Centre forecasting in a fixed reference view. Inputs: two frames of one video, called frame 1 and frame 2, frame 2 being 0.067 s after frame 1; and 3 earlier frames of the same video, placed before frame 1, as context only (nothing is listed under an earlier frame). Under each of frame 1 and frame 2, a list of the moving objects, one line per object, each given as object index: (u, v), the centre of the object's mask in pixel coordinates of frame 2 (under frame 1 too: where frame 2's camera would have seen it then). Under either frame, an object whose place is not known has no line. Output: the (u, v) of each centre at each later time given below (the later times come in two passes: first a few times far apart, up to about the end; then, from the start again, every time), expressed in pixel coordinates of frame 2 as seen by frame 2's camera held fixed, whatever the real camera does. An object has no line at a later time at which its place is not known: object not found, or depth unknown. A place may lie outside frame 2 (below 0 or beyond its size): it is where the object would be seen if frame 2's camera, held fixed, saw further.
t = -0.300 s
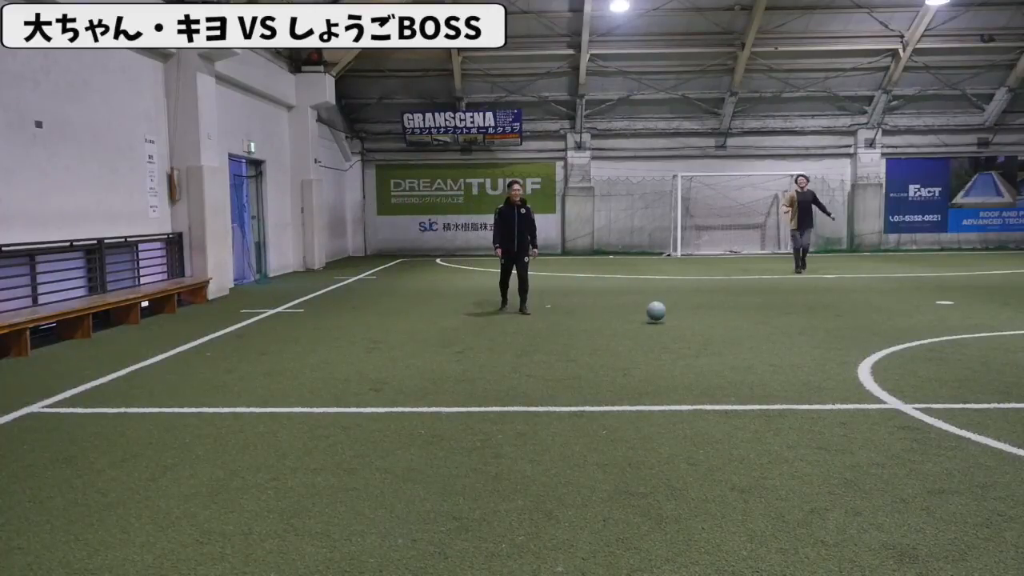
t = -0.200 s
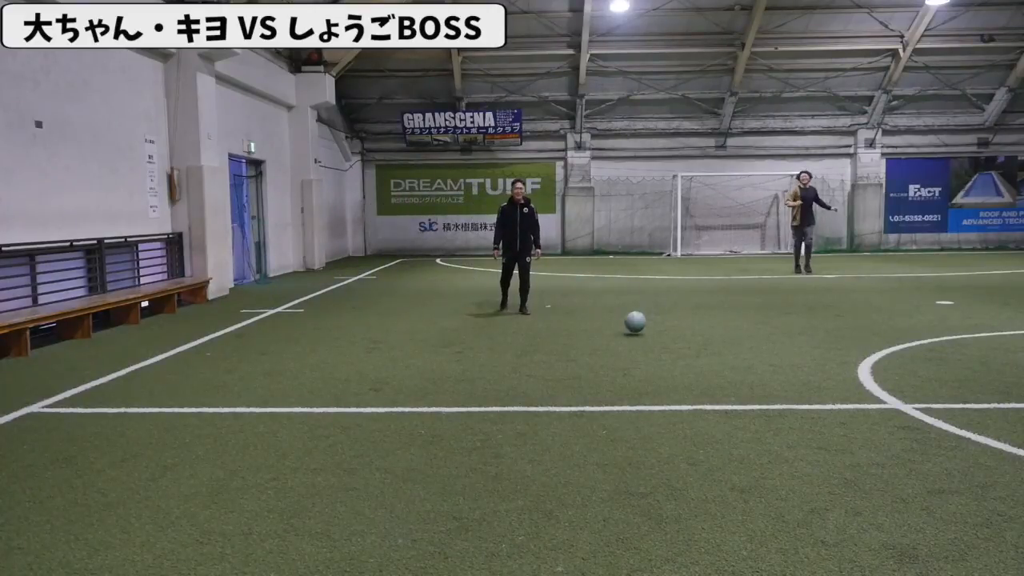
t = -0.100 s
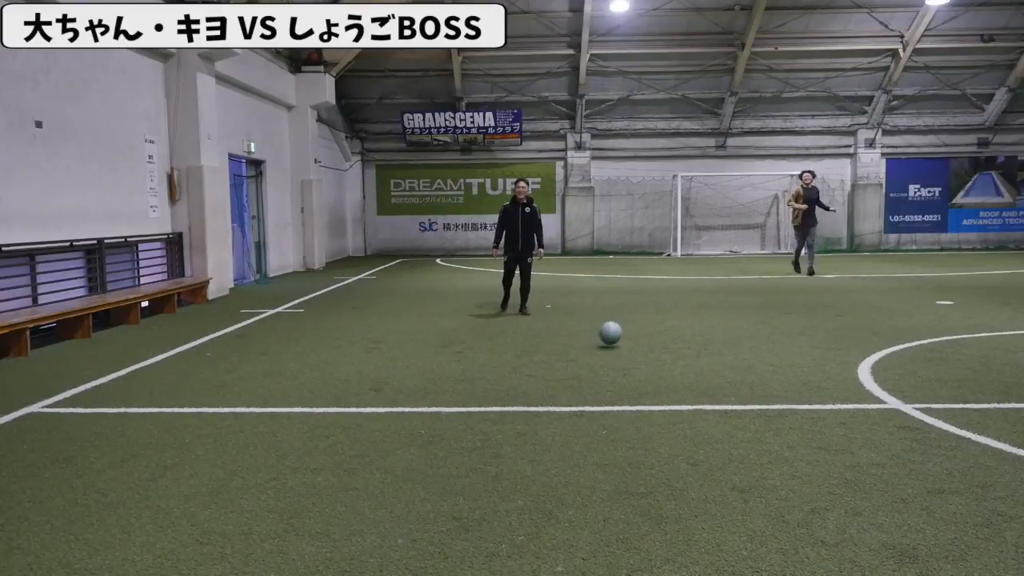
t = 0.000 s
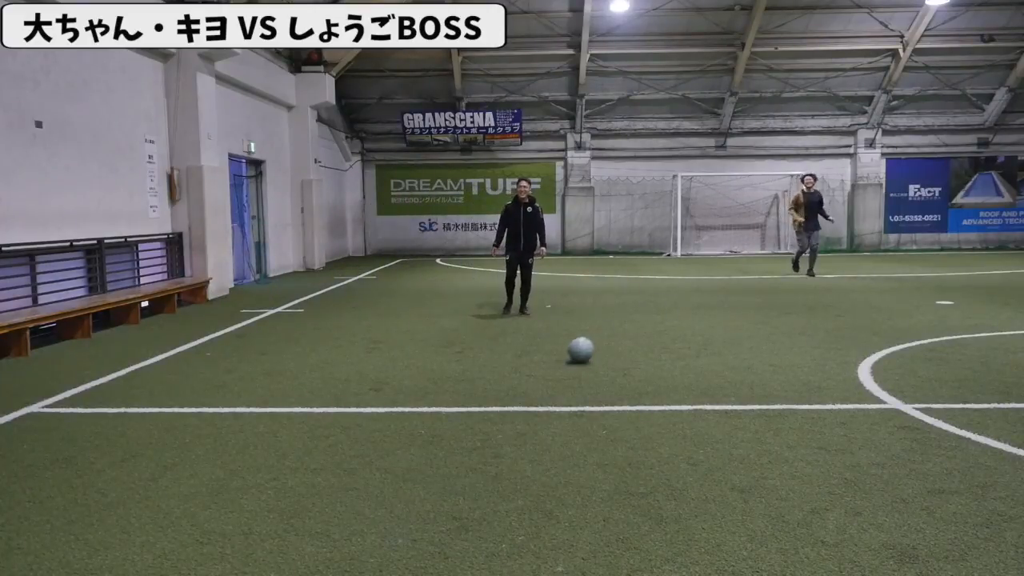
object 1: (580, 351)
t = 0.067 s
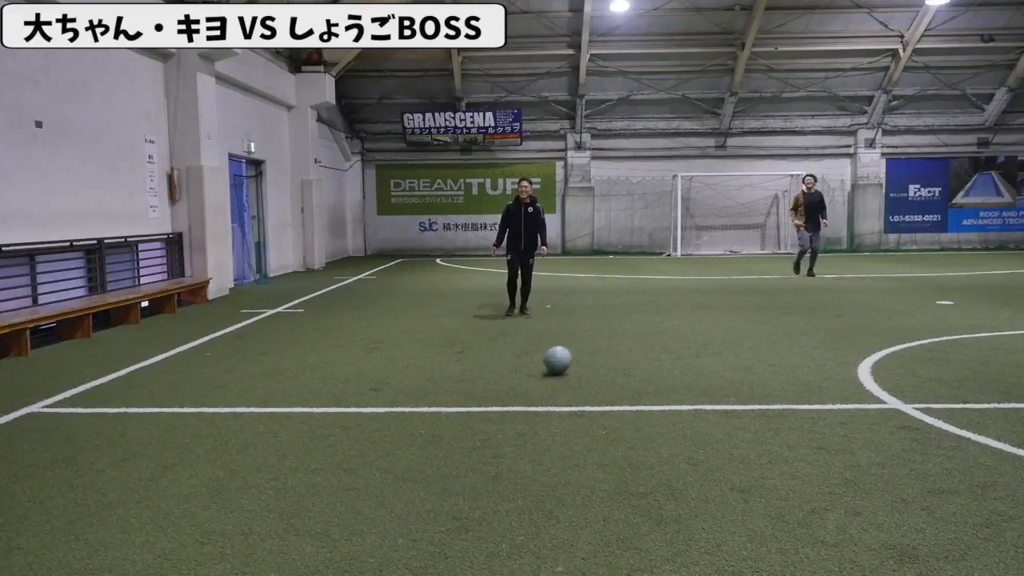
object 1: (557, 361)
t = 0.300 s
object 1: (445, 414)
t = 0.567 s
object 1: (179, 539)
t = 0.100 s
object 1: (545, 367)
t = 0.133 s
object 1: (531, 374)
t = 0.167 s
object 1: (516, 380)
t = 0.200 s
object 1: (501, 386)
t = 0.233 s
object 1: (484, 394)
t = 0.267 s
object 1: (465, 406)
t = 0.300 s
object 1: (445, 414)
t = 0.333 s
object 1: (424, 423)
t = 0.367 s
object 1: (400, 432)
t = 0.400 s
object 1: (373, 447)
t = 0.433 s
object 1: (344, 464)
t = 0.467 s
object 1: (310, 481)
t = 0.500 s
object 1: (271, 495)
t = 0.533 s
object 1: (228, 514)
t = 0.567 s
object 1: (179, 539)
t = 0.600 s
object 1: (127, 557)
